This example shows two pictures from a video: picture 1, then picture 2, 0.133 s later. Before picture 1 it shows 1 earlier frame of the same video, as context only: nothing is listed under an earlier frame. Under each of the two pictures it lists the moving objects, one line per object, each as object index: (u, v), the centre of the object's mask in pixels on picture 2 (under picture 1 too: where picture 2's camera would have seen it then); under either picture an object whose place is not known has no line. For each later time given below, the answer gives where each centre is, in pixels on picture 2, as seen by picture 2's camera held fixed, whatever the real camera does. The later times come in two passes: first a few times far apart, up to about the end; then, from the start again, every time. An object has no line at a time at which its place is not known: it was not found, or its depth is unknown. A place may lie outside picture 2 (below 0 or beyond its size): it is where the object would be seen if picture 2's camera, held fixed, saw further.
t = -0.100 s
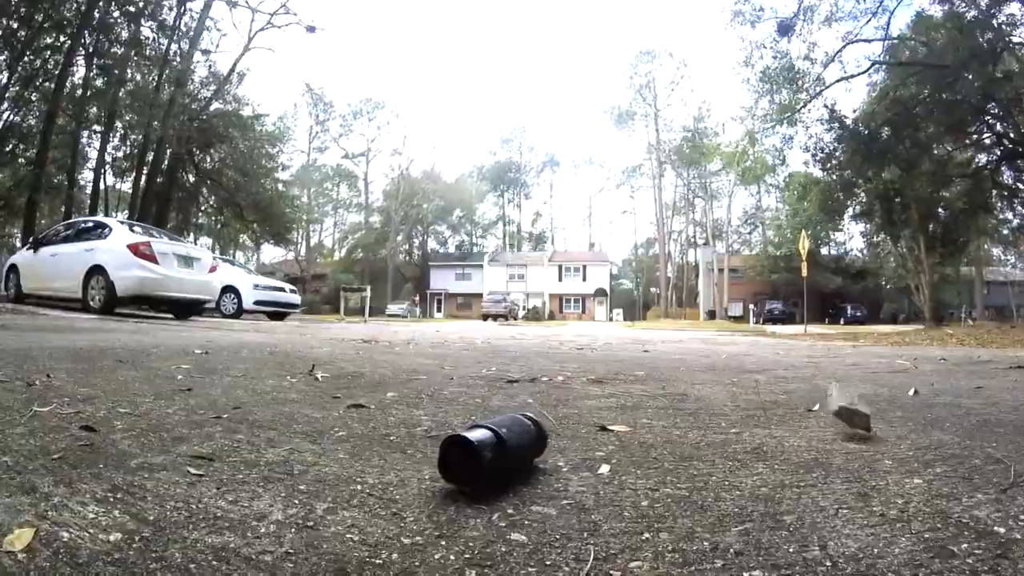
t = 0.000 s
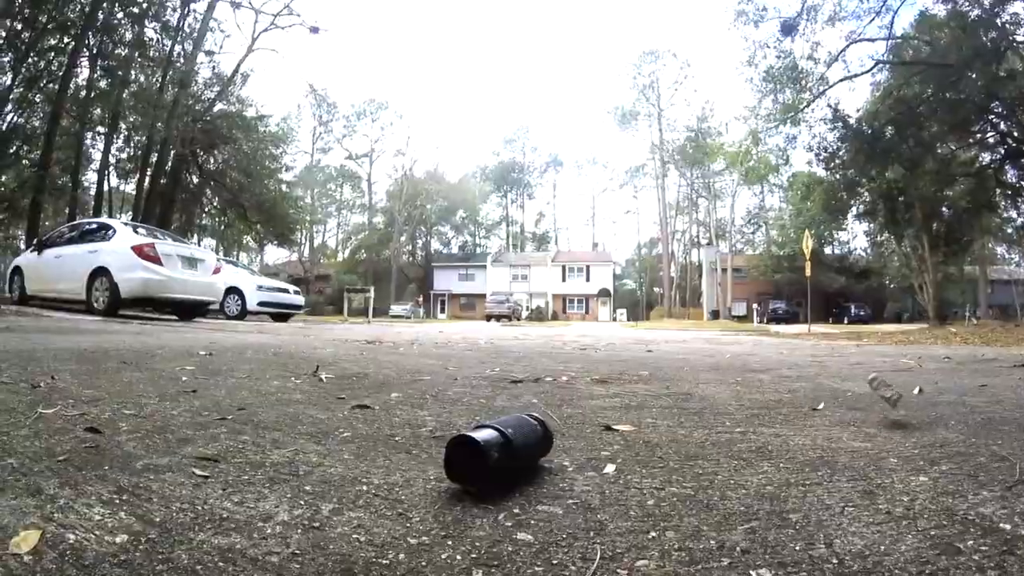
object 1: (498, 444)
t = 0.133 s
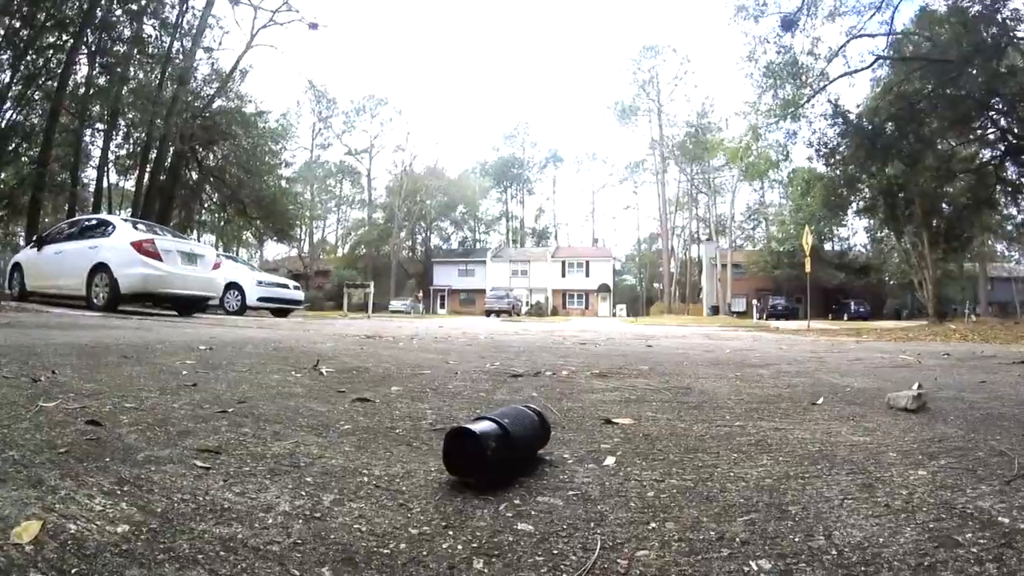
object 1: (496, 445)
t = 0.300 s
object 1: (496, 447)
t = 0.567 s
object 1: (550, 422)
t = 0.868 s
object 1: (646, 464)
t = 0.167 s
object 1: (495, 446)
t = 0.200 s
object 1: (494, 446)
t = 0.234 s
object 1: (495, 446)
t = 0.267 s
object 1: (496, 447)
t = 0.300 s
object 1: (496, 447)
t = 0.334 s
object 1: (496, 447)
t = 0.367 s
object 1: (496, 446)
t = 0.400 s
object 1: (496, 446)
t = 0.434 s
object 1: (490, 454)
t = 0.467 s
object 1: (511, 427)
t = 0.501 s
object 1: (526, 421)
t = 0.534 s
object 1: (540, 421)
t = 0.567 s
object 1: (550, 422)
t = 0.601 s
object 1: (558, 428)
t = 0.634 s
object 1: (566, 440)
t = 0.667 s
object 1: (576, 451)
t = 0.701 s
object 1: (587, 453)
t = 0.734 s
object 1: (598, 458)
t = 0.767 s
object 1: (611, 461)
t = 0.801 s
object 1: (623, 462)
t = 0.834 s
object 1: (635, 464)
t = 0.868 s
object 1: (646, 464)
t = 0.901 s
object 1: (658, 465)
